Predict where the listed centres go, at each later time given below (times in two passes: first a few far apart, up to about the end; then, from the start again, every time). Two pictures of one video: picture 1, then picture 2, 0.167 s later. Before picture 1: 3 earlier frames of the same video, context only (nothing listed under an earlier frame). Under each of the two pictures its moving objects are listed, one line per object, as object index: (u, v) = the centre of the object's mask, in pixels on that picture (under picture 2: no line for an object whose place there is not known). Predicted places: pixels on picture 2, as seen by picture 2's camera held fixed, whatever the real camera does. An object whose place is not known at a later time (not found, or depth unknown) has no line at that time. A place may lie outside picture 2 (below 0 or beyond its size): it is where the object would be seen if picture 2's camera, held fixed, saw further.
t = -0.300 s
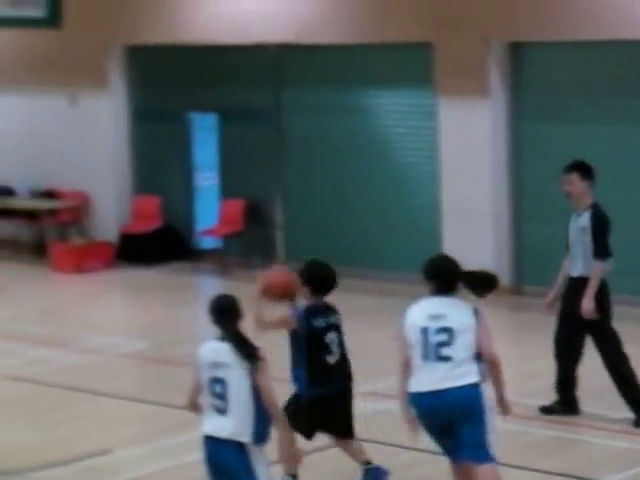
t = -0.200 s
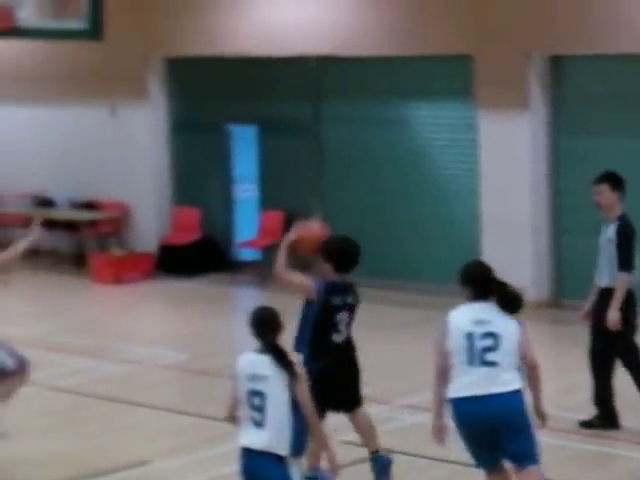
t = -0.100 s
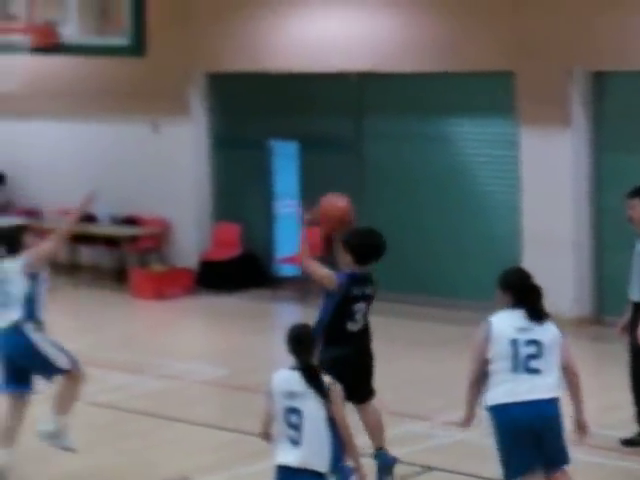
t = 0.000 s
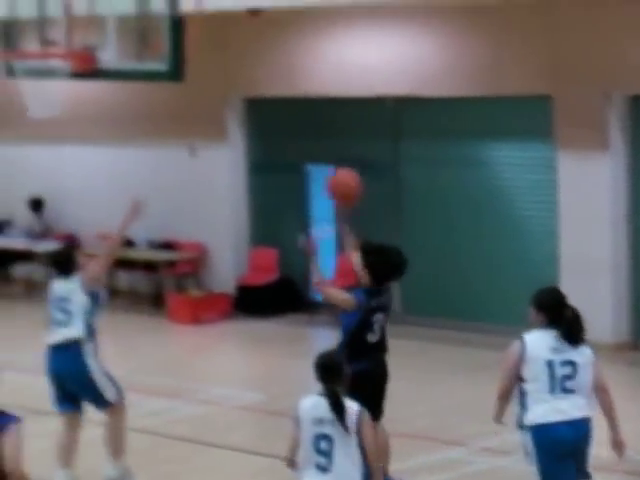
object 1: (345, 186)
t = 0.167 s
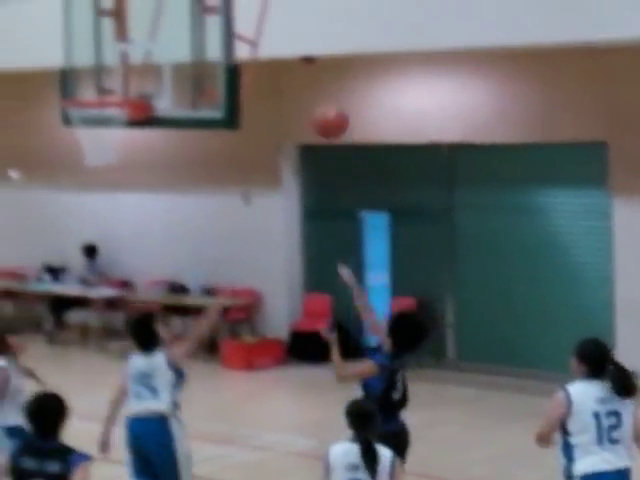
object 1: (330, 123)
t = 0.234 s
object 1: (303, 90)
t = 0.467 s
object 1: (215, 33)
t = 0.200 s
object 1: (316, 105)
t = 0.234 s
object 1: (303, 90)
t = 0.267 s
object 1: (291, 76)
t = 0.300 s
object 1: (278, 65)
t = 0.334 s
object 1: (265, 55)
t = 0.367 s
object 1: (251, 47)
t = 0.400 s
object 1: (238, 40)
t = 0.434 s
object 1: (226, 36)
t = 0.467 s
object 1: (215, 33)
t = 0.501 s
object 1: (204, 32)
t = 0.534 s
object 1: (192, 32)
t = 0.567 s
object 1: (181, 34)
